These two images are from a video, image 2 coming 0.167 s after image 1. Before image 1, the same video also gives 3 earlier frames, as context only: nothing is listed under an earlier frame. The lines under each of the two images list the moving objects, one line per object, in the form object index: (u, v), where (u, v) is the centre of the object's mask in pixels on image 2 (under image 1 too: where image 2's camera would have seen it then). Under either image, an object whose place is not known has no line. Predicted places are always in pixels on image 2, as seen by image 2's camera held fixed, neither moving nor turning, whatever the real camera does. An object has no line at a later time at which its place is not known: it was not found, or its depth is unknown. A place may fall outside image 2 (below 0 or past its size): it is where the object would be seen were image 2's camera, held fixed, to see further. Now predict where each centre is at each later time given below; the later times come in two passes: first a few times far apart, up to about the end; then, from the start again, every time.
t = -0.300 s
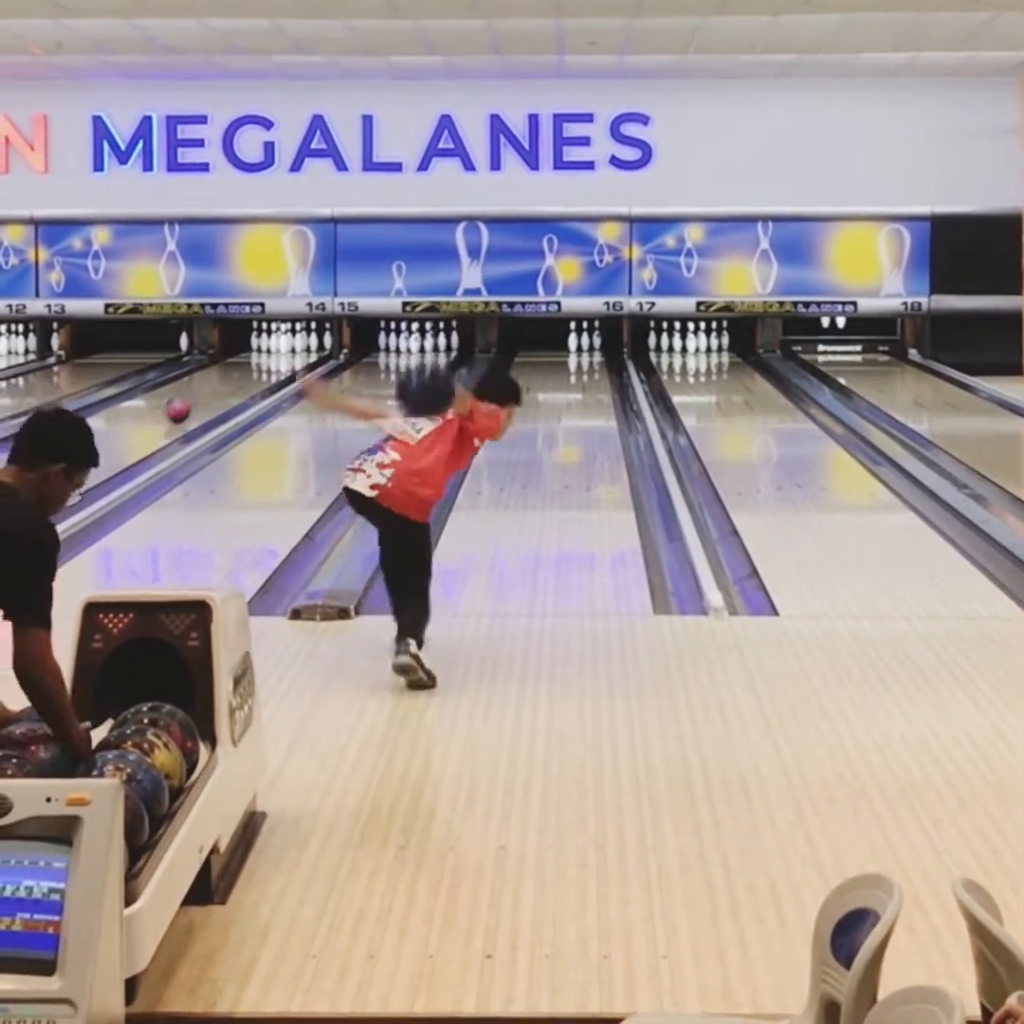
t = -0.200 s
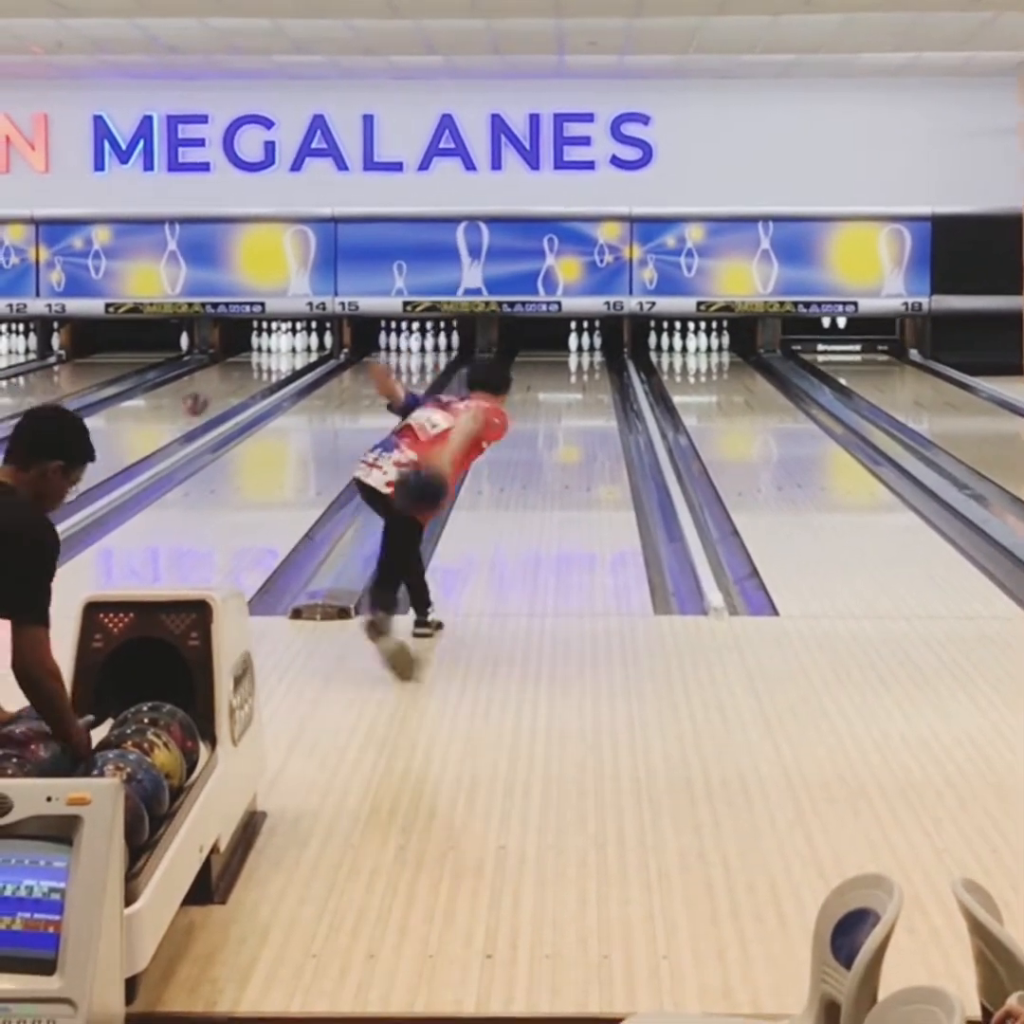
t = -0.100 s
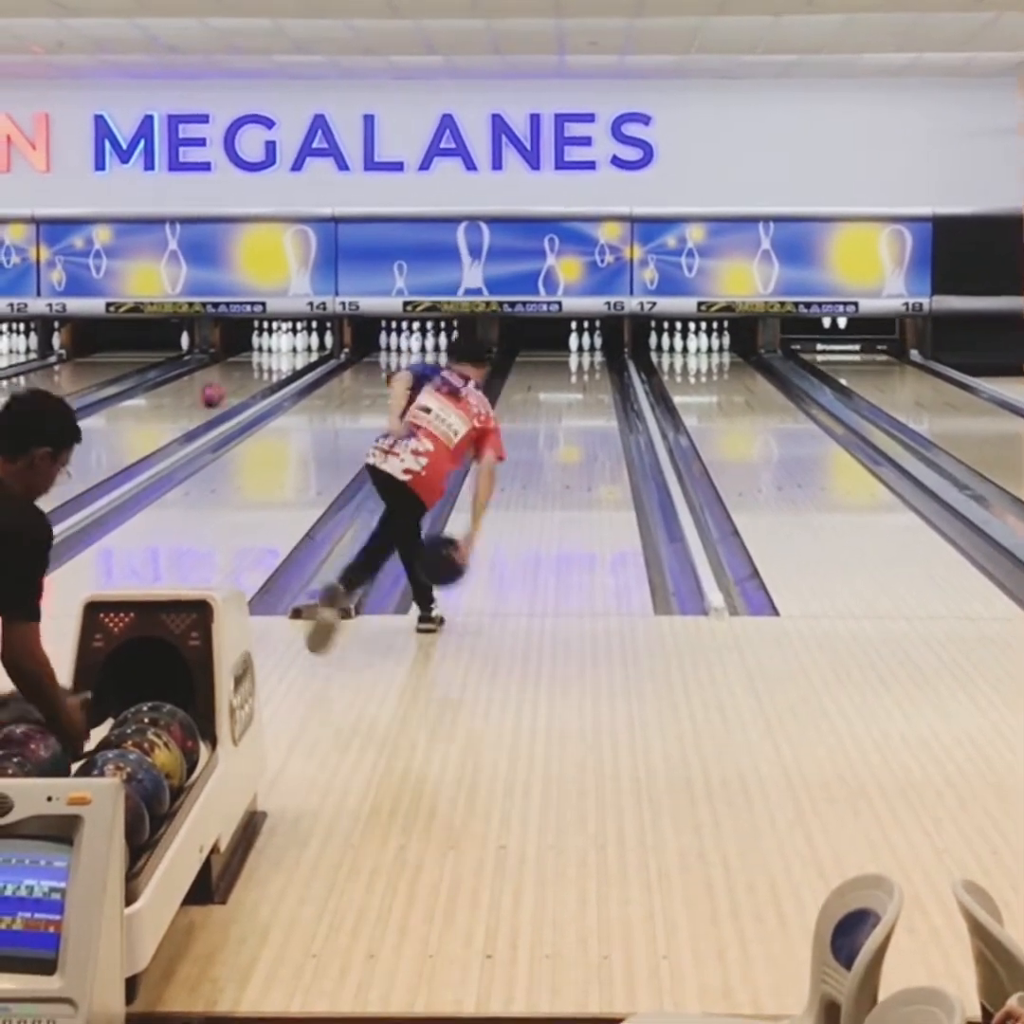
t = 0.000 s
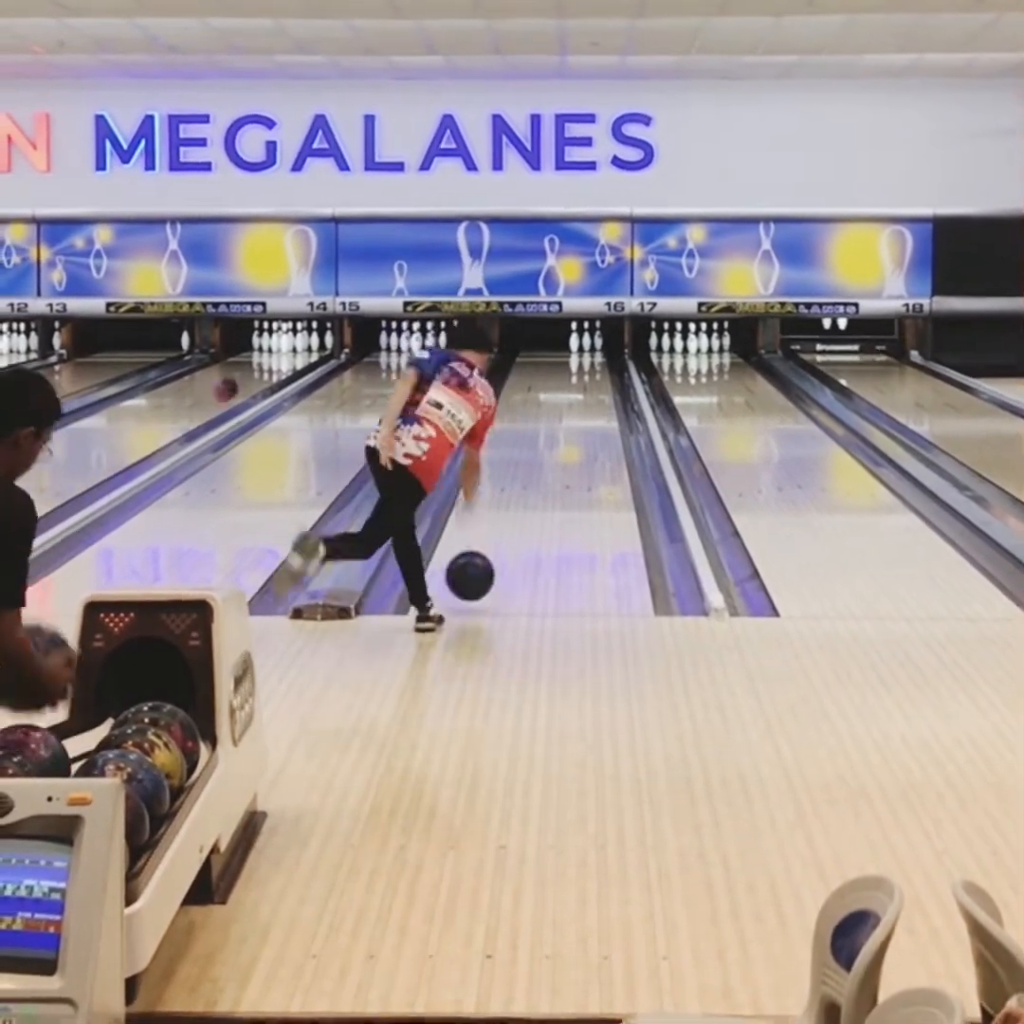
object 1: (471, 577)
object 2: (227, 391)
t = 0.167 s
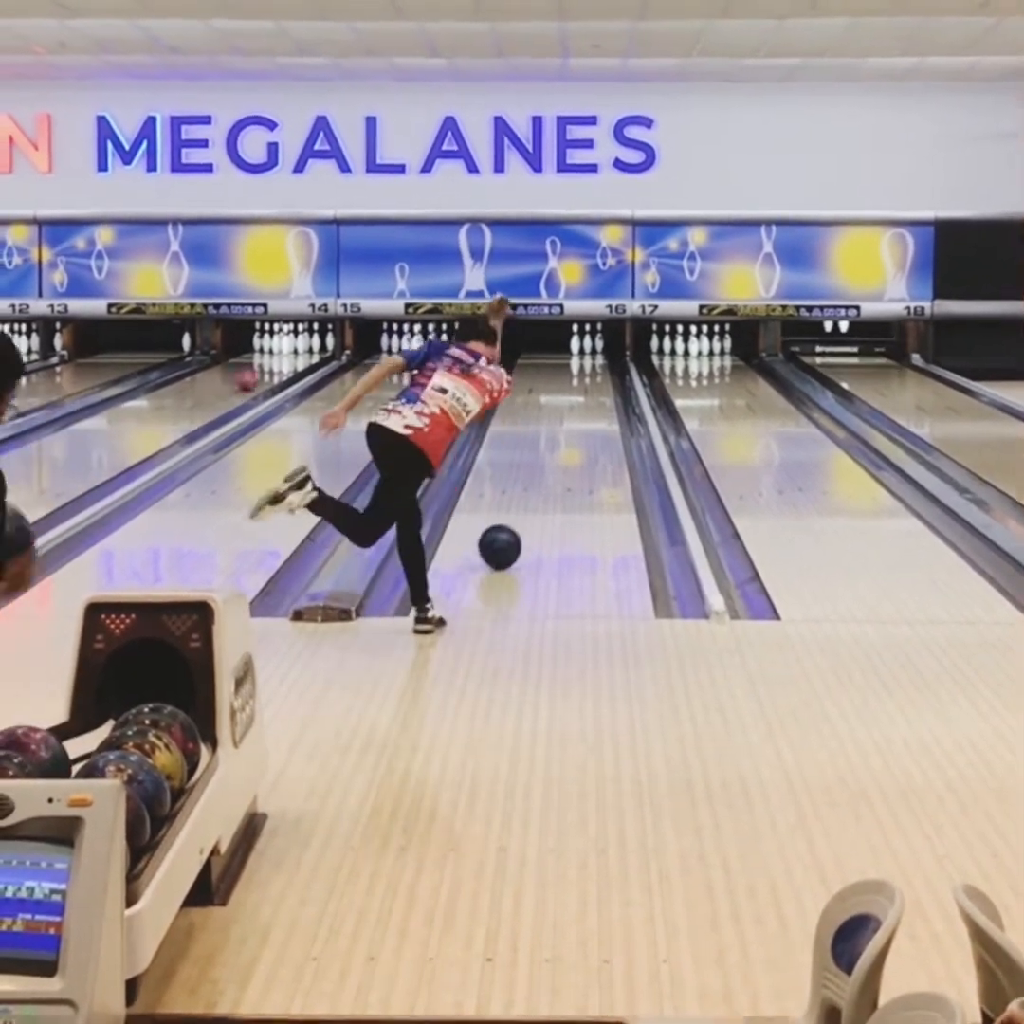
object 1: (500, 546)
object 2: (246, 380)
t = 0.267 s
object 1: (514, 526)
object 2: (258, 374)
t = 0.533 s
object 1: (543, 481)
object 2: (277, 364)
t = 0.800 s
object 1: (564, 448)
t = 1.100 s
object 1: (581, 420)
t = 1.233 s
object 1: (587, 410)
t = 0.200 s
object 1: (504, 539)
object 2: (249, 380)
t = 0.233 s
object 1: (509, 532)
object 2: (254, 378)
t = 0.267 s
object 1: (514, 526)
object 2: (258, 374)
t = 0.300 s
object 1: (518, 519)
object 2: (262, 373)
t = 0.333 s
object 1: (522, 513)
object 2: (263, 373)
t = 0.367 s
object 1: (526, 507)
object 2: (265, 371)
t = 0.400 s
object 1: (530, 501)
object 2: (268, 370)
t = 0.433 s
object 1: (533, 496)
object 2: (270, 368)
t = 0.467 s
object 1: (537, 491)
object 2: (272, 367)
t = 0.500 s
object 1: (540, 486)
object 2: (275, 365)
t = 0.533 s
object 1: (543, 481)
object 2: (277, 364)
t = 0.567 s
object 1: (546, 477)
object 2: (279, 363)
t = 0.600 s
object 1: (549, 472)
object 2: (280, 361)
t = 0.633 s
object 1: (552, 468)
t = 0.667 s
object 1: (555, 464)
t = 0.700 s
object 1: (557, 460)
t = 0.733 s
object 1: (560, 456)
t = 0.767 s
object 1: (562, 452)
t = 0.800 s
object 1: (564, 448)
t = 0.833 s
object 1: (567, 445)
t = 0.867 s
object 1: (569, 441)
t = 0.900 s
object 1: (571, 438)
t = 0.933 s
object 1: (573, 435)
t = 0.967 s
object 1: (574, 432)
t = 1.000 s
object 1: (576, 429)
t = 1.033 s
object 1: (578, 426)
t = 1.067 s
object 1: (580, 423)
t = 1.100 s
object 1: (581, 420)
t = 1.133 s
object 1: (583, 418)
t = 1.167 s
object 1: (584, 415)
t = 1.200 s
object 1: (586, 412)
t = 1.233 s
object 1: (587, 410)
